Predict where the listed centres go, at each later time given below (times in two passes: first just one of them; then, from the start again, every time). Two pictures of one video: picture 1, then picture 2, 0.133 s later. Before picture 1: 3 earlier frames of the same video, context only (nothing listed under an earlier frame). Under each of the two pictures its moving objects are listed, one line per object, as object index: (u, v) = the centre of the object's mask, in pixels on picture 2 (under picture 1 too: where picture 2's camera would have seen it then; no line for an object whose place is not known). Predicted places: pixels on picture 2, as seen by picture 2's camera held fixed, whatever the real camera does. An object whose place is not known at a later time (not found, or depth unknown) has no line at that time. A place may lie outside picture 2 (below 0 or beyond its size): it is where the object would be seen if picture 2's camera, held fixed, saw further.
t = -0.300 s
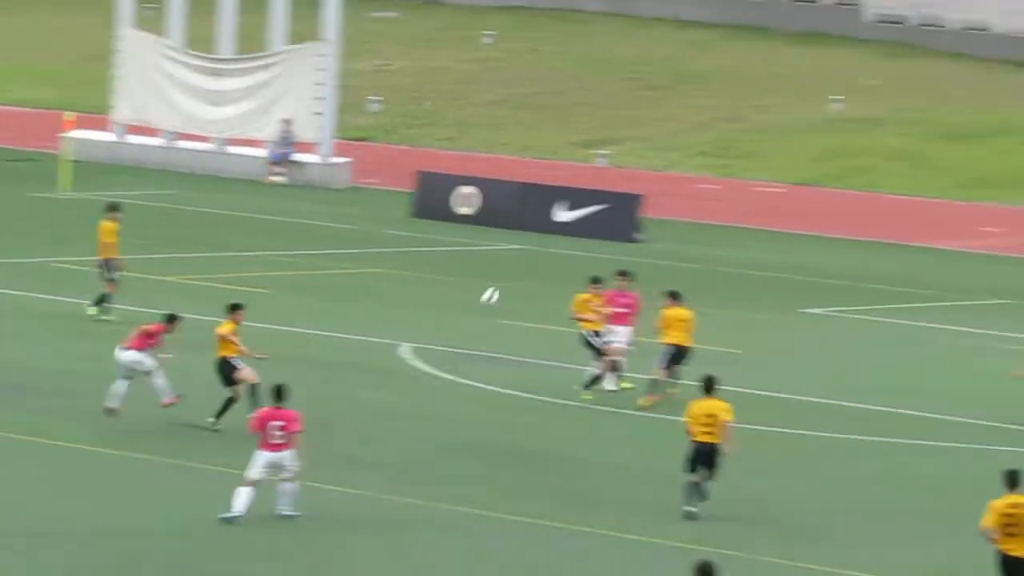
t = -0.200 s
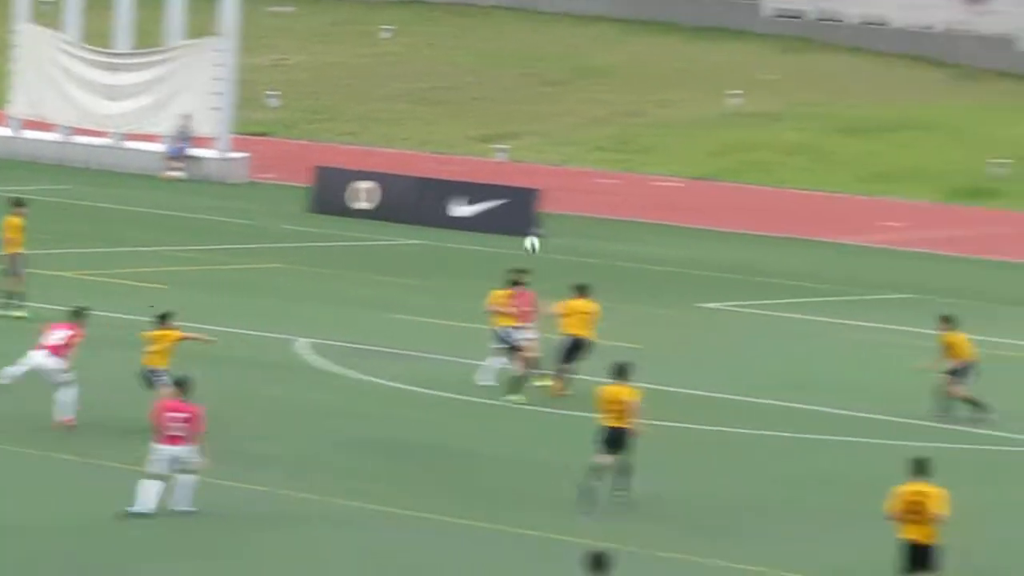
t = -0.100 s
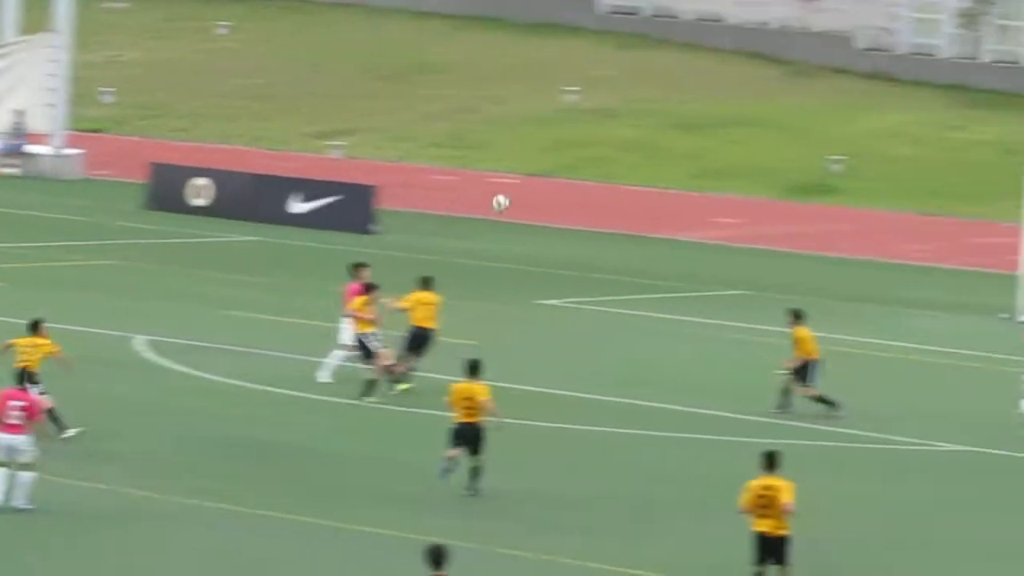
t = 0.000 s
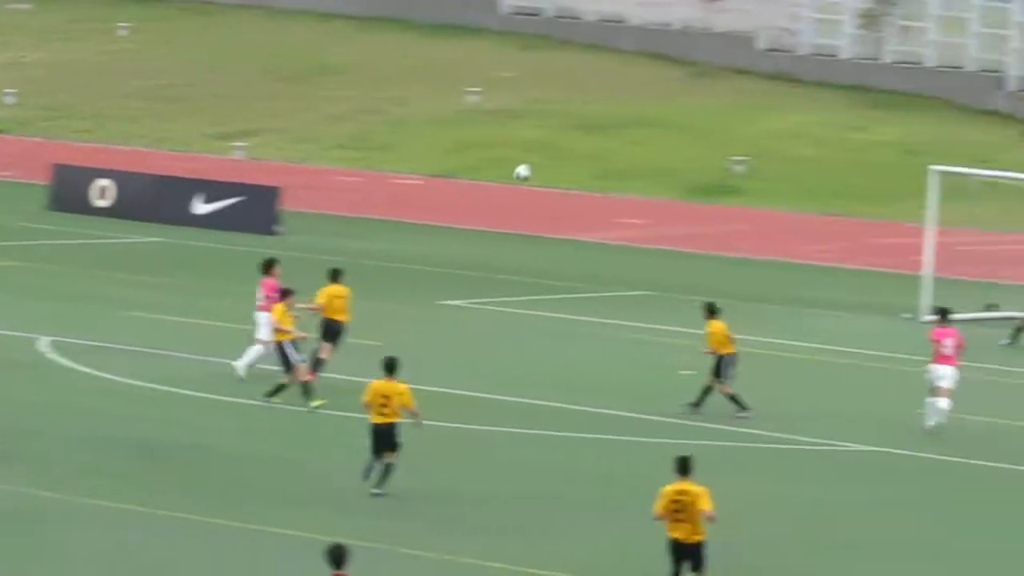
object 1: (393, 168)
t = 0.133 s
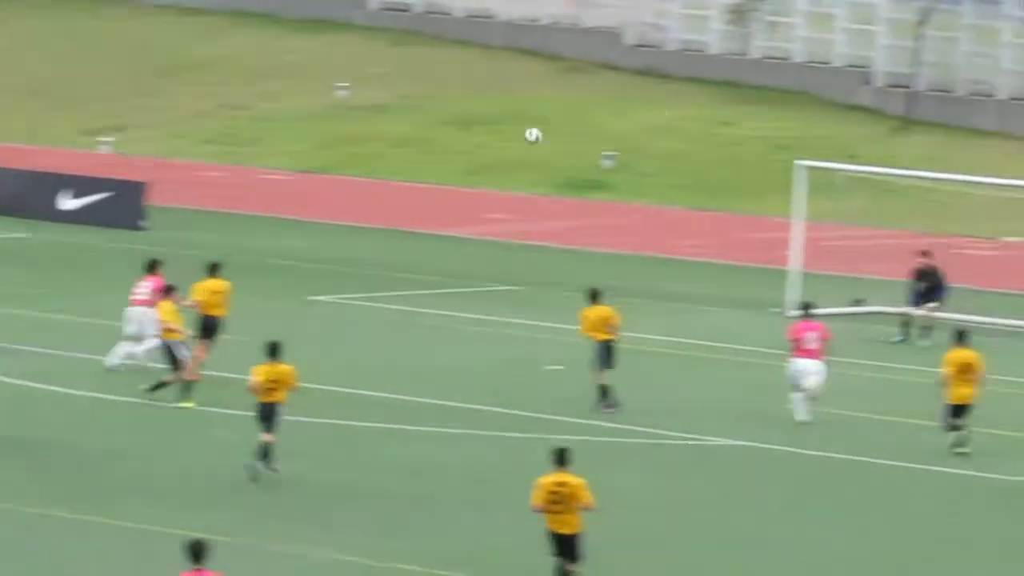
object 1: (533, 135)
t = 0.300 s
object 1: (686, 110)
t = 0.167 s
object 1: (565, 129)
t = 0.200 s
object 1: (598, 124)
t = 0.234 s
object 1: (628, 118)
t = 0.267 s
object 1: (658, 114)
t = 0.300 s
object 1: (686, 110)
